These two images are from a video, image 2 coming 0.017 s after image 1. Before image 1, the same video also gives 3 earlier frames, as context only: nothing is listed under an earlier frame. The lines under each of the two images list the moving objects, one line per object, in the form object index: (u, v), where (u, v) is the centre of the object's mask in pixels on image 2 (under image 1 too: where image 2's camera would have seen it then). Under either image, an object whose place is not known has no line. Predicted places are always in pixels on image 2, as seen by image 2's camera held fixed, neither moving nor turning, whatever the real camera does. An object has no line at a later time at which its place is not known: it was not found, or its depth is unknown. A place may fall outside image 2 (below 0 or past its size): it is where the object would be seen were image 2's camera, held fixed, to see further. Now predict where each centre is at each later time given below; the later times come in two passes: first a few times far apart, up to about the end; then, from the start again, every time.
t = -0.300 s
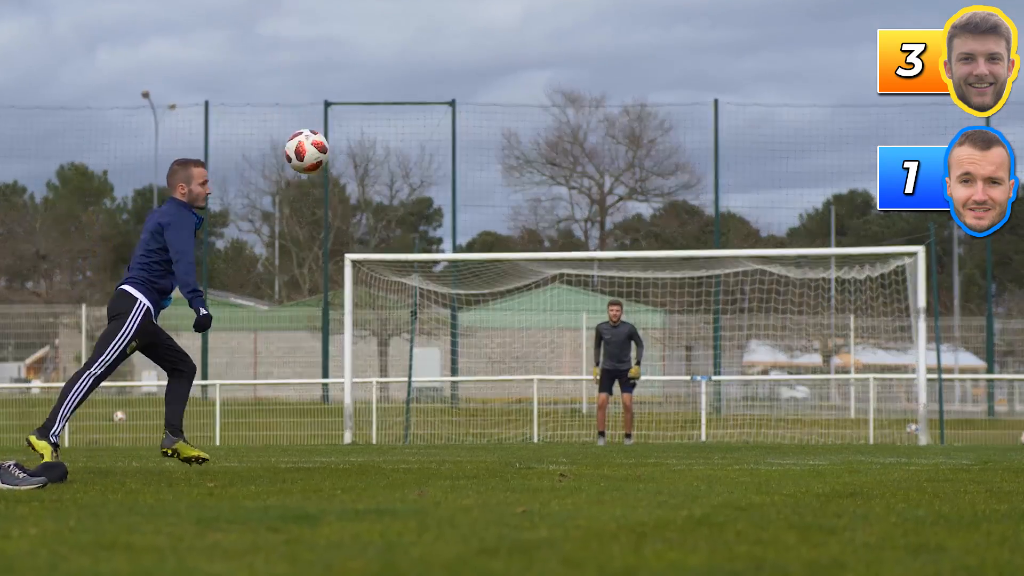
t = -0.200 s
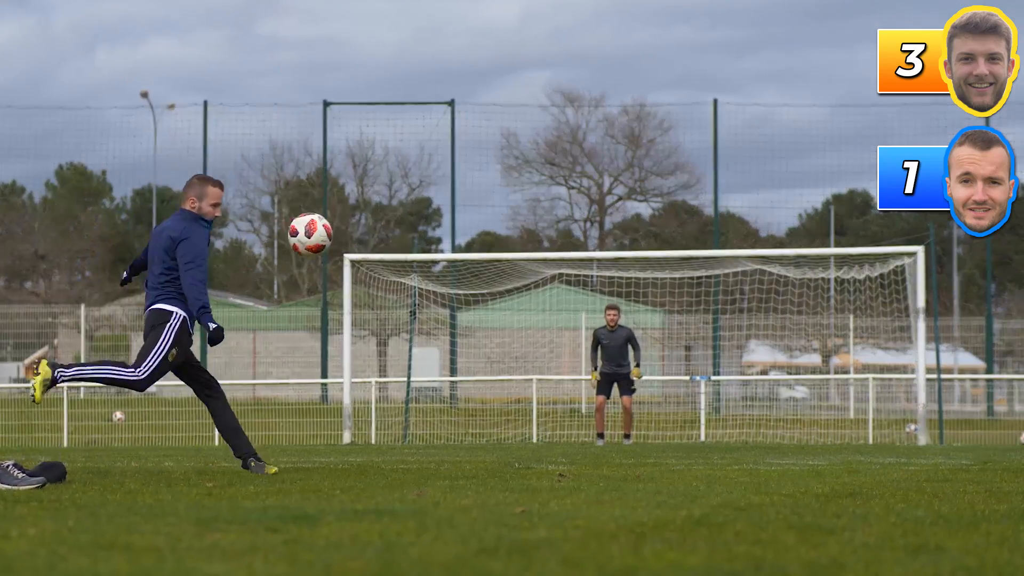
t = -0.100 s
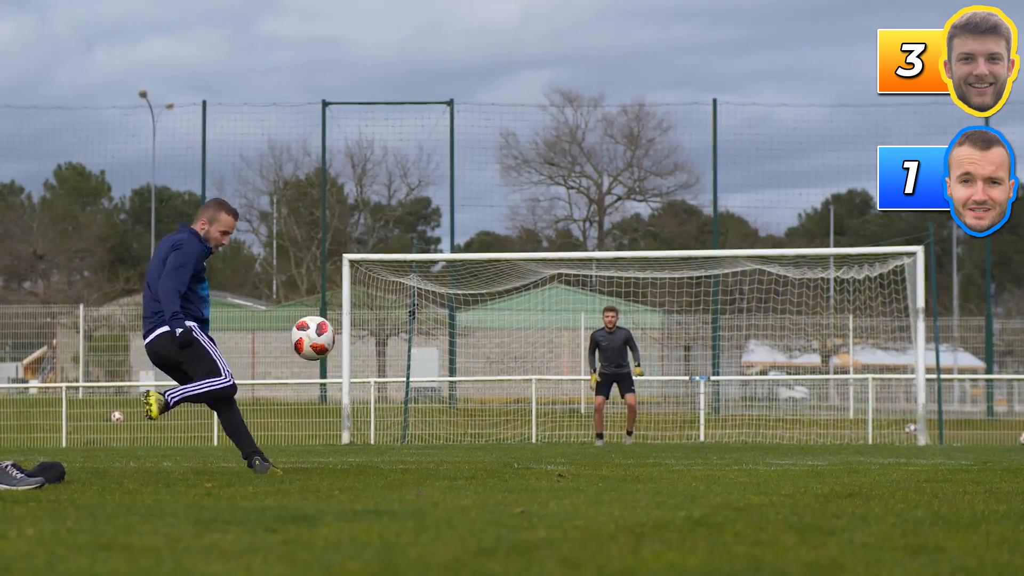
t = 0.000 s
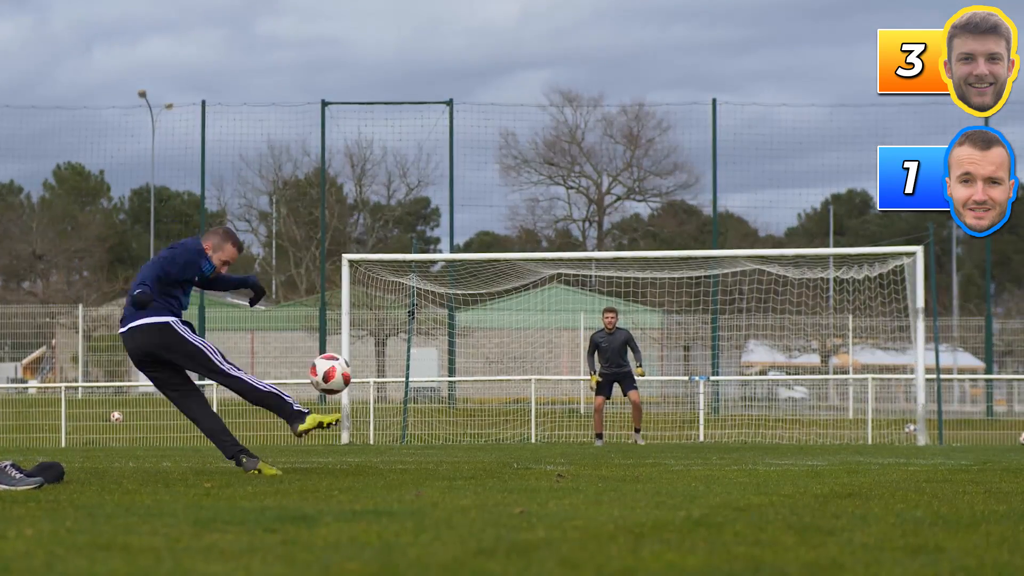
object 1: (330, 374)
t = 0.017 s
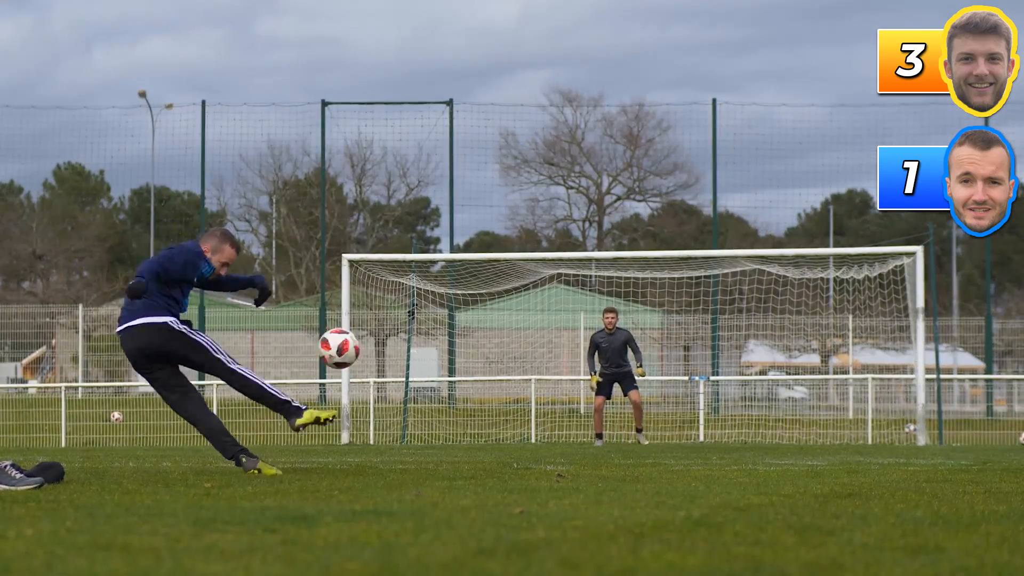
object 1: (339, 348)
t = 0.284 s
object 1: (413, 106)
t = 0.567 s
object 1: (423, 52)
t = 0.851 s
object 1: (403, 98)
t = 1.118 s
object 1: (373, 193)
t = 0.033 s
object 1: (347, 324)
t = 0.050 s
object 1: (354, 302)
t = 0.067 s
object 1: (361, 280)
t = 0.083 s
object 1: (367, 260)
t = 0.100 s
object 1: (373, 242)
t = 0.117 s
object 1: (378, 225)
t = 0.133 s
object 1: (384, 209)
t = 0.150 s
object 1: (389, 194)
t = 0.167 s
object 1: (393, 180)
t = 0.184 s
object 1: (396, 167)
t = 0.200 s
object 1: (400, 154)
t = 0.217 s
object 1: (403, 143)
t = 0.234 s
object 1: (407, 132)
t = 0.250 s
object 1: (409, 123)
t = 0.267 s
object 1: (411, 114)
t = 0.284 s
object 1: (413, 106)
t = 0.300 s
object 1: (415, 98)
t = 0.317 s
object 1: (417, 91)
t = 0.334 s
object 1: (419, 86)
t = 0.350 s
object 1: (420, 80)
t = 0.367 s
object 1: (421, 75)
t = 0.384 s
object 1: (422, 71)
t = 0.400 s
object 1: (422, 67)
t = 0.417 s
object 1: (423, 64)
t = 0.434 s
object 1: (424, 61)
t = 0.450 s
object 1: (424, 58)
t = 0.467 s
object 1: (424, 56)
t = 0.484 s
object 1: (424, 55)
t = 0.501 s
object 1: (424, 53)
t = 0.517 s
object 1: (424, 52)
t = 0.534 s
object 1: (423, 52)
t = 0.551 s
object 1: (423, 52)
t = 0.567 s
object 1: (423, 52)
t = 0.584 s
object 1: (422, 52)
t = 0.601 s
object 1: (421, 53)
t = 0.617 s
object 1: (420, 54)
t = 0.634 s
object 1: (420, 55)
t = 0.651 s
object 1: (418, 57)
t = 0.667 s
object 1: (418, 59)
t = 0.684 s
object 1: (417, 62)
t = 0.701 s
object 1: (416, 64)
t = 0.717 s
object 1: (415, 67)
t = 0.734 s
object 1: (413, 70)
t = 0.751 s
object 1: (412, 74)
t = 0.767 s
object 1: (411, 77)
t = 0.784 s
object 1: (409, 80)
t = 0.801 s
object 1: (408, 84)
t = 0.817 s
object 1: (407, 88)
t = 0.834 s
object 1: (405, 93)
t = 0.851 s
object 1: (403, 98)
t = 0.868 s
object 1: (401, 102)
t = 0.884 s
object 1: (400, 107)
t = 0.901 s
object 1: (398, 112)
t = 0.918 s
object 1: (397, 118)
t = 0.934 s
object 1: (395, 123)
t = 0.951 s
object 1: (393, 129)
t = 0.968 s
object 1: (391, 135)
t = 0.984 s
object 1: (389, 141)
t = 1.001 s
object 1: (387, 147)
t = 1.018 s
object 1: (385, 153)
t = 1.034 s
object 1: (384, 159)
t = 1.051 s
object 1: (381, 166)
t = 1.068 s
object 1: (379, 173)
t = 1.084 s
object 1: (377, 180)
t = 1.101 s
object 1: (375, 187)
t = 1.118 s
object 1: (373, 193)
